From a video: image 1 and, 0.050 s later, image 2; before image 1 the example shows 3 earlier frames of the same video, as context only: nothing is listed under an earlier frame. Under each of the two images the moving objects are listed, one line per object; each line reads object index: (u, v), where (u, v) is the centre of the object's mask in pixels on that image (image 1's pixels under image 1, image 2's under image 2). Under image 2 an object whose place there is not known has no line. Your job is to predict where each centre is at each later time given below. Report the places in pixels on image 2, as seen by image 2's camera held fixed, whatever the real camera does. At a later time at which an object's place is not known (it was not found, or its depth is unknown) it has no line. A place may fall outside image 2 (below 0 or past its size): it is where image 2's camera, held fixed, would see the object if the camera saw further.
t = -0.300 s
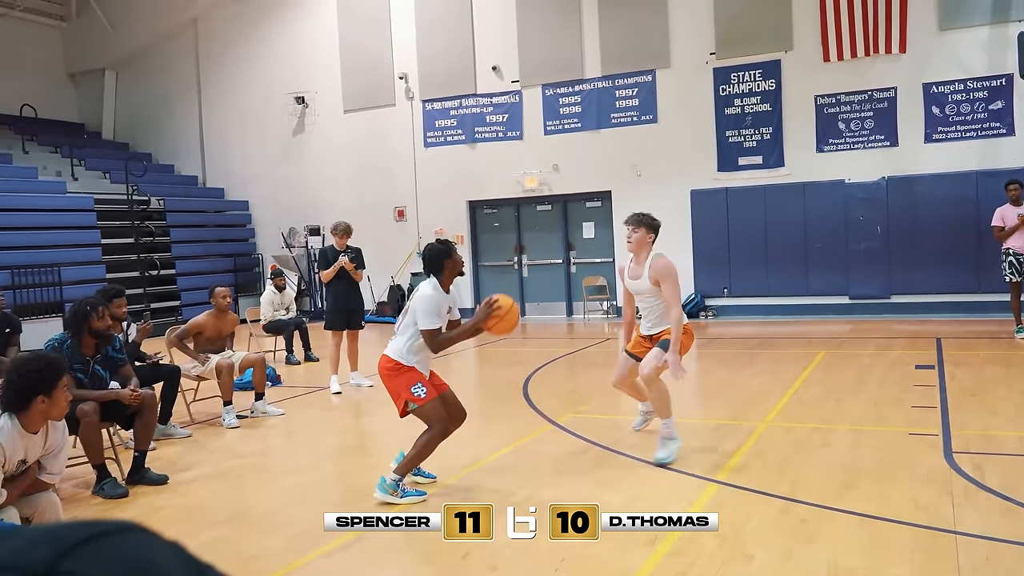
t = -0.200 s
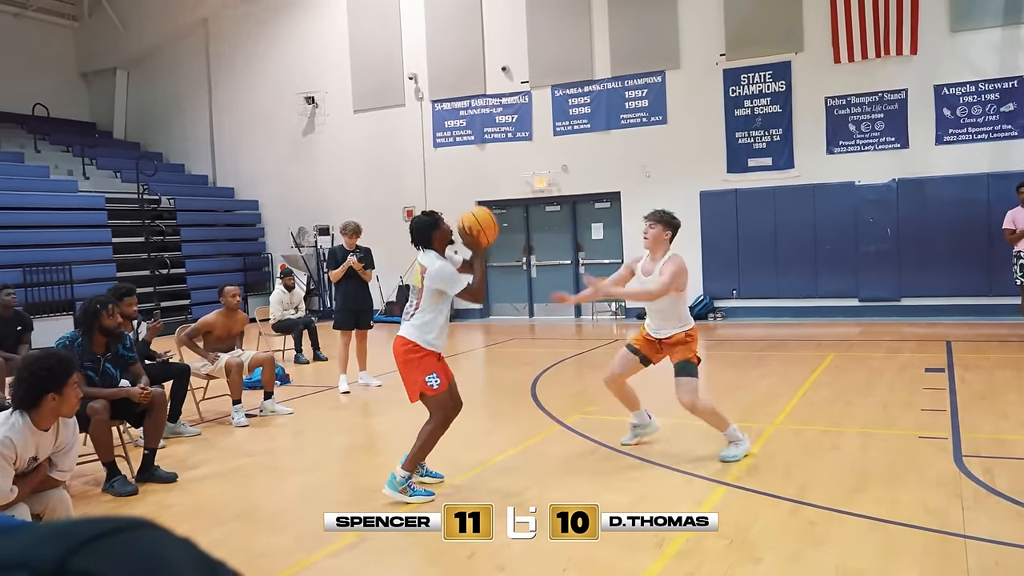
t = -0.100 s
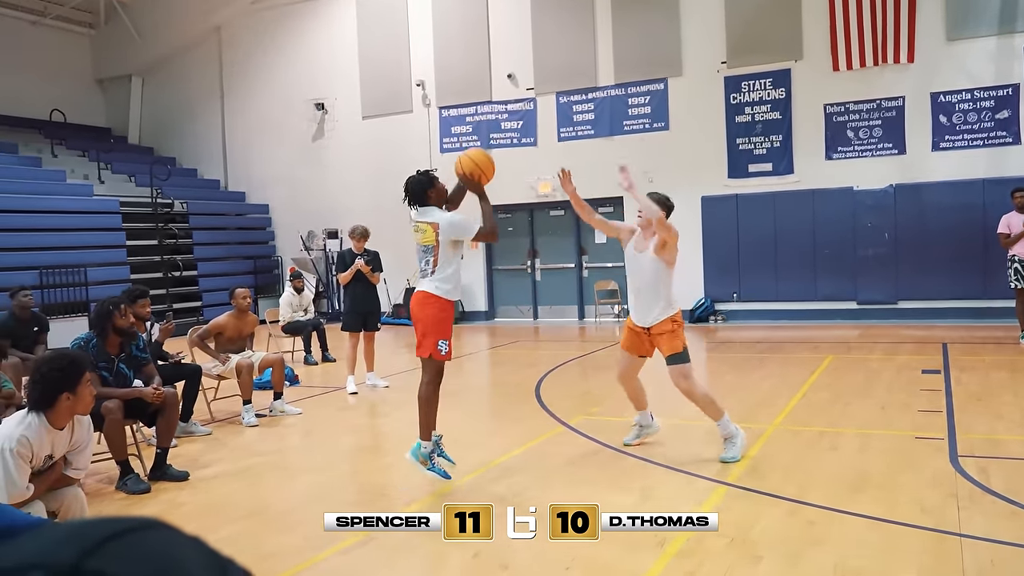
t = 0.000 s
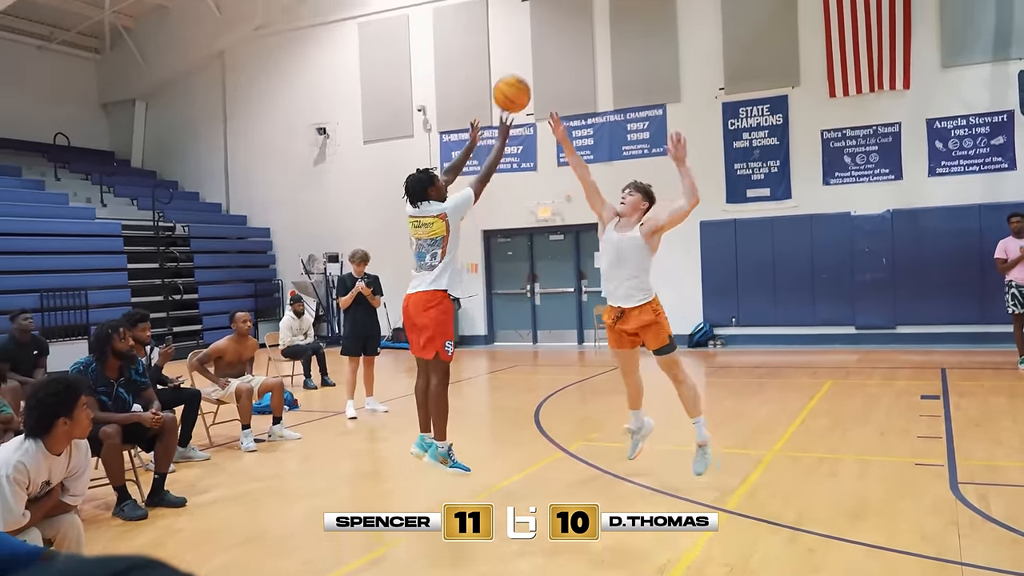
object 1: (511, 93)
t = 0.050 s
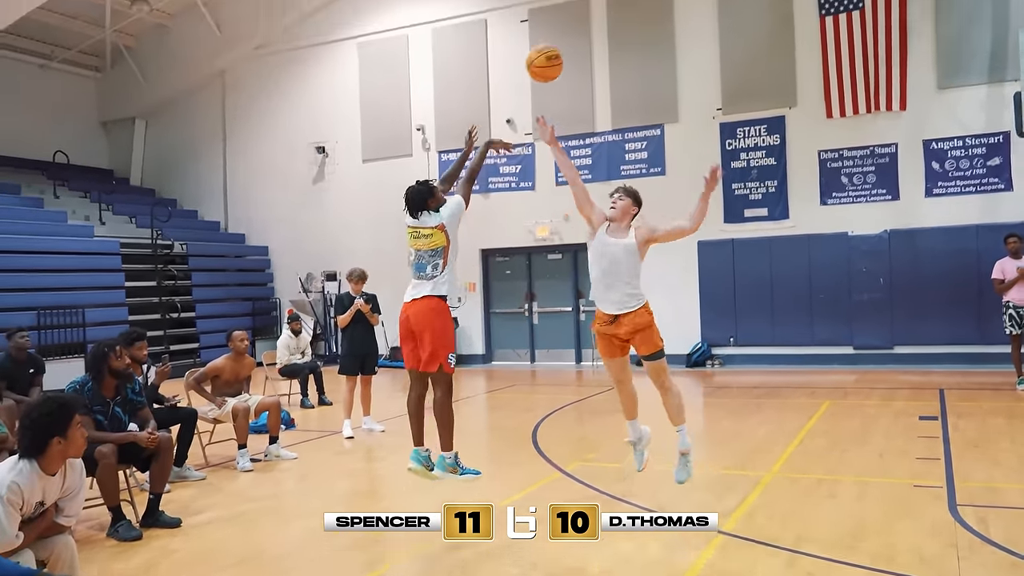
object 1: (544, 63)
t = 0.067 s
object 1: (555, 44)
